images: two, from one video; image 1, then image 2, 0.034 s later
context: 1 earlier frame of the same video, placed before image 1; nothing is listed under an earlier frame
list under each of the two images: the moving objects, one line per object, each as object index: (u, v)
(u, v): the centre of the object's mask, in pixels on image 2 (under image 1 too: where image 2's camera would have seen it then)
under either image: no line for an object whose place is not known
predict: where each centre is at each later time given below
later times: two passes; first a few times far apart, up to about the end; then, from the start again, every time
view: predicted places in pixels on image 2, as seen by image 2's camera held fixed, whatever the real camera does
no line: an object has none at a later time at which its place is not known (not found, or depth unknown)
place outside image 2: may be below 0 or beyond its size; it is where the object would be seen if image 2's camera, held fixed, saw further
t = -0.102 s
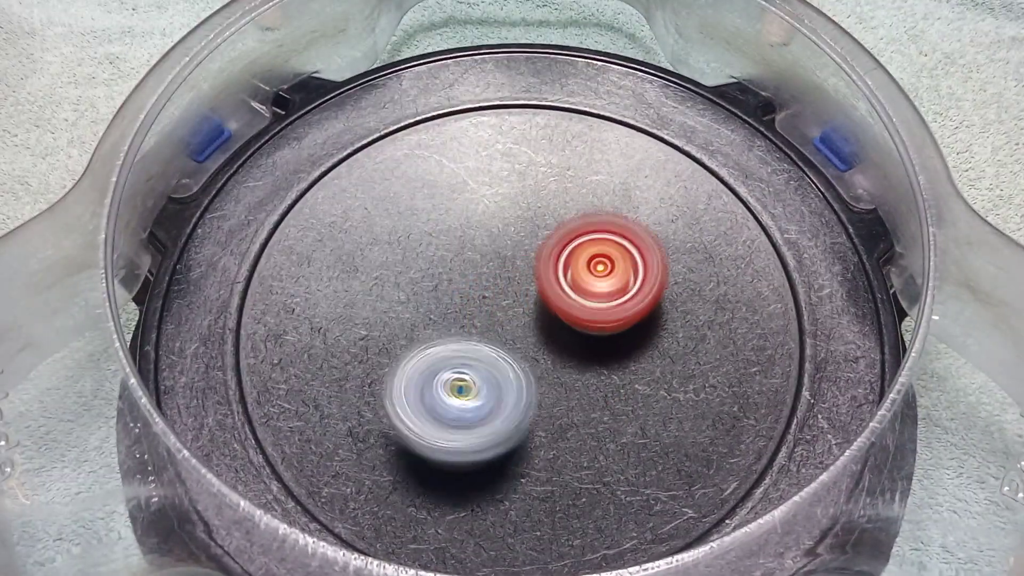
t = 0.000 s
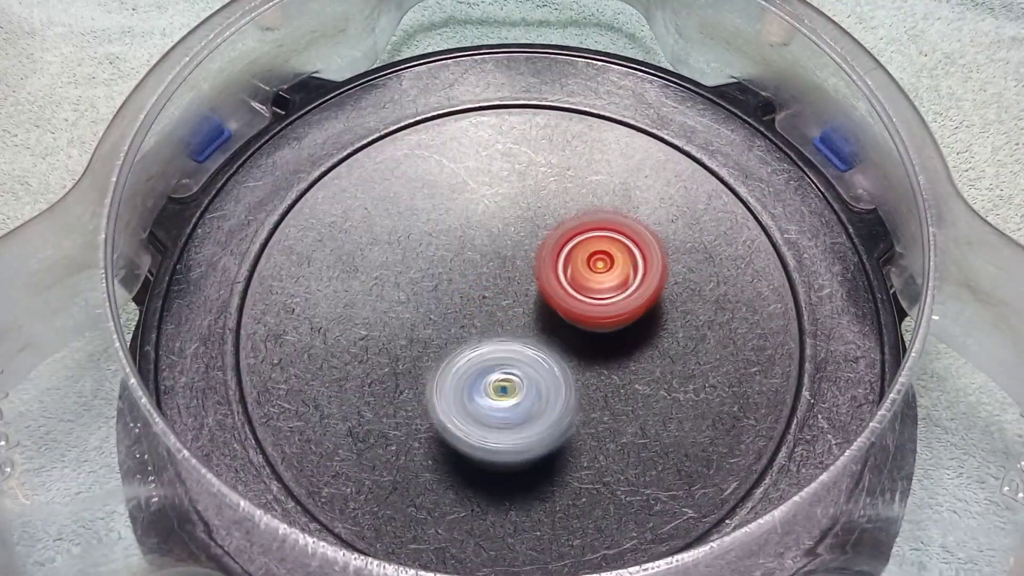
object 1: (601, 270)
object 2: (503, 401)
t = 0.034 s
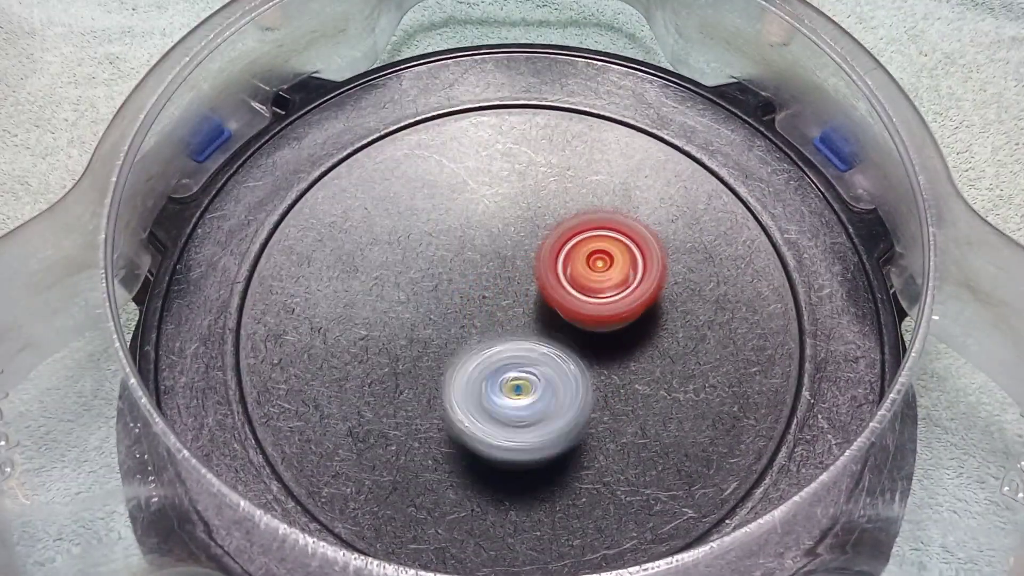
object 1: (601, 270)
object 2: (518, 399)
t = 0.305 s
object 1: (584, 238)
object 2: (613, 409)
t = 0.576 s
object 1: (511, 211)
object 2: (586, 380)
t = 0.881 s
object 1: (449, 225)
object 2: (589, 290)
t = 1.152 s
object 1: (429, 244)
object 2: (600, 272)
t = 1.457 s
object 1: (399, 291)
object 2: (578, 262)
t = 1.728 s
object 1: (390, 331)
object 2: (558, 282)
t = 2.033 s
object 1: (394, 361)
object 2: (542, 245)
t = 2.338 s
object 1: (432, 364)
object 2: (576, 253)
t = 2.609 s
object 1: (484, 375)
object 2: (550, 241)
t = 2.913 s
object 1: (523, 370)
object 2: (527, 242)
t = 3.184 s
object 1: (560, 381)
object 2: (482, 217)
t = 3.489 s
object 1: (565, 363)
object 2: (450, 207)
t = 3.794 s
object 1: (609, 371)
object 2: (418, 229)
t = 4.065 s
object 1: (652, 372)
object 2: (393, 211)
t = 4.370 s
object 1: (597, 333)
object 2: (472, 273)
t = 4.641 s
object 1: (598, 322)
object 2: (490, 247)
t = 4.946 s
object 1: (592, 329)
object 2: (491, 205)
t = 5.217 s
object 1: (548, 329)
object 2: (484, 215)
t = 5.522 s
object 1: (520, 334)
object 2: (443, 207)
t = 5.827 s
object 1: (517, 325)
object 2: (428, 201)
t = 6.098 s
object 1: (550, 352)
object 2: (440, 198)
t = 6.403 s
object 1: (541, 384)
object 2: (513, 240)
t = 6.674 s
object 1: (512, 364)
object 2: (590, 240)
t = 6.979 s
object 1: (526, 328)
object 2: (610, 202)
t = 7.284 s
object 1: (517, 385)
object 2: (584, 198)
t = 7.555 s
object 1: (526, 374)
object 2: (526, 261)
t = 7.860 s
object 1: (531, 369)
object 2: (428, 243)
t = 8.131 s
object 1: (551, 357)
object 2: (457, 240)
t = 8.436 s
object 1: (571, 343)
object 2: (465, 238)
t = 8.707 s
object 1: (585, 318)
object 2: (465, 238)
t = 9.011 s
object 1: (593, 292)
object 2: (465, 238)
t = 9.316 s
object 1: (583, 271)
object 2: (465, 238)
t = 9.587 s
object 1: (573, 252)
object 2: (461, 236)
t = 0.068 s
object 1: (600, 269)
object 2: (533, 395)
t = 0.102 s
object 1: (599, 269)
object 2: (548, 393)
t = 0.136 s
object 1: (598, 268)
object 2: (561, 391)
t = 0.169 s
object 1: (596, 267)
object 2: (573, 387)
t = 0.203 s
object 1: (595, 266)
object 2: (586, 386)
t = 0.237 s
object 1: (594, 255)
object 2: (599, 395)
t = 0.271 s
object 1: (590, 246)
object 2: (607, 403)
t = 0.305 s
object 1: (584, 238)
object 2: (613, 409)
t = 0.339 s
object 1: (576, 230)
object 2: (618, 413)
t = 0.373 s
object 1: (567, 226)
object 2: (618, 416)
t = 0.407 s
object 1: (558, 219)
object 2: (616, 416)
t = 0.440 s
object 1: (546, 216)
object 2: (612, 413)
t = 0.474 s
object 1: (537, 214)
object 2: (605, 408)
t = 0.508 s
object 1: (528, 212)
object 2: (598, 399)
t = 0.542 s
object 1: (519, 211)
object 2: (593, 389)
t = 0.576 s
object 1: (511, 211)
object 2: (586, 380)
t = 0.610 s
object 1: (504, 211)
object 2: (580, 366)
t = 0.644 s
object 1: (497, 212)
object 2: (575, 352)
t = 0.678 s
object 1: (491, 215)
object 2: (569, 337)
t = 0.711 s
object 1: (485, 217)
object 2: (566, 323)
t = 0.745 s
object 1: (479, 219)
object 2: (562, 313)
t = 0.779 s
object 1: (471, 219)
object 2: (568, 306)
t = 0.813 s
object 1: (461, 220)
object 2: (576, 301)
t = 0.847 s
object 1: (454, 222)
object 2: (583, 296)
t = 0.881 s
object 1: (449, 225)
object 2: (589, 290)
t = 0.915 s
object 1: (443, 228)
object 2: (596, 287)
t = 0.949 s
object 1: (440, 231)
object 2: (599, 284)
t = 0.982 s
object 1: (437, 233)
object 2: (603, 280)
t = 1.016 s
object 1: (434, 236)
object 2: (605, 278)
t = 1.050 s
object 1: (432, 238)
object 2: (606, 275)
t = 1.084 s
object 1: (431, 241)
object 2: (606, 273)
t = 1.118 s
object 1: (430, 242)
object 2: (604, 272)
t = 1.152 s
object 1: (429, 244)
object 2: (600, 272)
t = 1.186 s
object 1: (428, 247)
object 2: (598, 270)
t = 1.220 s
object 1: (427, 250)
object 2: (593, 269)
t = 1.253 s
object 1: (427, 254)
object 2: (587, 270)
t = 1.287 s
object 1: (427, 258)
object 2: (578, 270)
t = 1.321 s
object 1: (426, 262)
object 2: (570, 270)
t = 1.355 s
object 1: (423, 268)
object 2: (563, 267)
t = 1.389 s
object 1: (412, 276)
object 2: (568, 264)
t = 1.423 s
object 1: (406, 284)
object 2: (573, 263)
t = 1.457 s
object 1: (399, 291)
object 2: (578, 262)
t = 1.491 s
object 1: (391, 300)
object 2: (582, 262)
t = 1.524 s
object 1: (387, 308)
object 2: (585, 264)
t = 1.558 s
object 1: (383, 315)
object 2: (584, 267)
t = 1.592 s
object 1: (384, 321)
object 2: (583, 270)
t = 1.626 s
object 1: (384, 323)
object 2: (579, 274)
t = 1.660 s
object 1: (385, 326)
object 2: (575, 276)
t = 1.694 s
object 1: (388, 329)
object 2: (567, 280)
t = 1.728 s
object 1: (390, 331)
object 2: (558, 282)
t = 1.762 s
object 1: (392, 332)
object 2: (548, 283)
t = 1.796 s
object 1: (394, 333)
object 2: (539, 283)
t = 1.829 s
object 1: (398, 336)
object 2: (529, 284)
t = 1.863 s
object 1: (398, 338)
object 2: (520, 281)
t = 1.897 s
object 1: (392, 346)
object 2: (521, 273)
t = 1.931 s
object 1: (389, 353)
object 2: (526, 267)
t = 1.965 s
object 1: (390, 357)
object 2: (532, 260)
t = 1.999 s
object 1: (391, 359)
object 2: (538, 253)
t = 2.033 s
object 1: (394, 361)
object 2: (542, 245)
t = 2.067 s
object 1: (397, 362)
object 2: (549, 240)
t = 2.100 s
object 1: (400, 363)
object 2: (555, 235)
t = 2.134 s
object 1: (403, 364)
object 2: (561, 233)
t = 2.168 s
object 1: (407, 365)
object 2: (567, 231)
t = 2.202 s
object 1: (410, 365)
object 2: (572, 232)
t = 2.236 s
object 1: (414, 366)
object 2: (576, 236)
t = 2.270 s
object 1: (417, 366)
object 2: (578, 240)
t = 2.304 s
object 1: (424, 366)
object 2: (578, 246)
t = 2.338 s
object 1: (432, 364)
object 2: (576, 253)
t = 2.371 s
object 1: (441, 362)
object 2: (571, 260)
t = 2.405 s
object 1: (453, 360)
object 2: (565, 267)
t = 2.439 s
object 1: (463, 359)
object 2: (560, 271)
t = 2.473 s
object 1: (464, 367)
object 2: (555, 265)
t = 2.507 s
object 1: (467, 371)
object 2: (554, 258)
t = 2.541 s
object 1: (474, 373)
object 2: (553, 254)
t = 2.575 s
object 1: (479, 375)
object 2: (551, 246)
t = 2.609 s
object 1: (484, 375)
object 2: (550, 241)
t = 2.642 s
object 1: (488, 376)
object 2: (548, 237)
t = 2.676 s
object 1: (492, 376)
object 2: (547, 235)
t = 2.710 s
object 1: (499, 376)
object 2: (545, 233)
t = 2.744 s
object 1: (501, 376)
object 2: (544, 231)
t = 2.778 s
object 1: (504, 375)
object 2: (542, 232)
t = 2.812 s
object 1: (510, 375)
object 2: (540, 233)
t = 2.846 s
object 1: (514, 373)
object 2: (536, 235)
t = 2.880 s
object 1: (519, 372)
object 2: (532, 240)
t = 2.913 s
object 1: (523, 370)
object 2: (527, 242)
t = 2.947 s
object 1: (527, 370)
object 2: (521, 247)
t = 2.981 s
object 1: (533, 368)
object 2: (514, 250)
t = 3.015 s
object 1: (536, 371)
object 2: (508, 252)
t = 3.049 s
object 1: (541, 379)
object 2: (502, 243)
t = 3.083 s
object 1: (548, 381)
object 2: (495, 236)
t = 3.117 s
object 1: (553, 382)
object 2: (493, 229)
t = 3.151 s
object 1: (559, 382)
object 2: (489, 225)
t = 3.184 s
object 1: (560, 381)
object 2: (482, 217)
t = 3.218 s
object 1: (561, 379)
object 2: (474, 213)
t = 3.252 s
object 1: (563, 378)
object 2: (466, 206)
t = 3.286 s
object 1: (563, 376)
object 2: (460, 203)
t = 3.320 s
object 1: (564, 373)
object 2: (454, 200)
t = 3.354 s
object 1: (565, 372)
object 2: (452, 197)
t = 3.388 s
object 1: (565, 370)
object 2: (450, 196)
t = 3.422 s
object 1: (566, 369)
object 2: (449, 199)
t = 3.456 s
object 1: (565, 366)
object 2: (451, 201)
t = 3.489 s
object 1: (565, 363)
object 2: (450, 207)
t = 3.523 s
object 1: (565, 361)
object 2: (453, 213)
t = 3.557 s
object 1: (565, 358)
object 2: (453, 223)
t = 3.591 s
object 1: (565, 354)
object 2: (456, 231)
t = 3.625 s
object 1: (564, 349)
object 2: (459, 242)
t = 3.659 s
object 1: (563, 342)
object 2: (462, 250)
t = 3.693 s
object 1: (565, 340)
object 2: (465, 258)
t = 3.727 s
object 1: (584, 354)
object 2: (447, 252)
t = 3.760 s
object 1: (599, 366)
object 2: (427, 237)
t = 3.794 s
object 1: (609, 371)
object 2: (418, 229)
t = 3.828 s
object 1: (617, 372)
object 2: (406, 222)
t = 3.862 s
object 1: (629, 372)
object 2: (402, 217)
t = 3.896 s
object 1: (639, 375)
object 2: (395, 212)
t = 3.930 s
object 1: (648, 377)
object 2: (391, 208)
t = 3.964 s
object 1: (652, 376)
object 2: (388, 207)
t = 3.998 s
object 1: (651, 376)
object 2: (387, 206)
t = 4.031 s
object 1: (651, 374)
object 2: (389, 209)
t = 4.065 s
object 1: (652, 372)
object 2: (393, 211)
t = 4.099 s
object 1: (652, 370)
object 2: (398, 217)
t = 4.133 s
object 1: (651, 368)
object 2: (406, 222)
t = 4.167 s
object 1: (650, 366)
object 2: (412, 230)
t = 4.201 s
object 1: (644, 362)
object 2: (422, 237)
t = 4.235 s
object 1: (636, 358)
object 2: (430, 245)
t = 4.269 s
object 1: (625, 353)
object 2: (440, 252)
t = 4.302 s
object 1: (615, 346)
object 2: (450, 260)
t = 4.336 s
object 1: (605, 340)
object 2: (461, 267)
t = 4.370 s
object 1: (597, 333)
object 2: (472, 273)
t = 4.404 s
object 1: (597, 330)
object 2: (474, 273)
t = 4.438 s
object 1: (598, 330)
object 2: (474, 272)
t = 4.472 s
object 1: (598, 328)
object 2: (474, 270)
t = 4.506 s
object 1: (599, 328)
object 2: (476, 267)
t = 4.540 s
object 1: (598, 328)
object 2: (479, 263)
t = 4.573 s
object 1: (596, 325)
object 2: (482, 255)
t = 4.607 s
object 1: (597, 323)
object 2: (486, 252)
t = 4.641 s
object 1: (598, 322)
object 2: (490, 247)
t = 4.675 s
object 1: (598, 322)
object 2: (495, 245)
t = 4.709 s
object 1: (597, 322)
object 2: (499, 241)
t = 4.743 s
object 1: (595, 324)
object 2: (503, 239)
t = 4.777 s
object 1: (595, 329)
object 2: (502, 236)
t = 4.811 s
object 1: (596, 330)
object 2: (500, 227)
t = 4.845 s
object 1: (596, 331)
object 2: (497, 221)
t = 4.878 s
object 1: (593, 330)
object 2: (494, 214)
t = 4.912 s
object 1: (593, 329)
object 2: (493, 208)
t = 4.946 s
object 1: (592, 329)
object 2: (491, 205)
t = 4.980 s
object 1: (591, 328)
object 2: (492, 202)
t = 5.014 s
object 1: (586, 328)
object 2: (492, 200)
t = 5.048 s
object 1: (582, 327)
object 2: (493, 204)
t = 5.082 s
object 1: (574, 326)
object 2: (494, 203)
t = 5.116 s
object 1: (565, 323)
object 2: (494, 209)
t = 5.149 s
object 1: (556, 322)
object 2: (495, 212)
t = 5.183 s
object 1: (550, 324)
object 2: (488, 216)
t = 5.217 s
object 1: (548, 329)
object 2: (484, 215)
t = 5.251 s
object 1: (547, 330)
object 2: (478, 211)
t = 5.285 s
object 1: (544, 329)
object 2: (473, 209)
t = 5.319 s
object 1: (541, 329)
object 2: (467, 207)
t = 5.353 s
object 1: (537, 327)
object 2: (464, 210)
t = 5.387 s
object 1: (532, 325)
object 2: (460, 210)
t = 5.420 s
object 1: (528, 323)
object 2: (458, 216)
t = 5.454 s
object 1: (523, 321)
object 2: (455, 218)
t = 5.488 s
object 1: (520, 327)
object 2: (446, 218)
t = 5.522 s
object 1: (520, 334)
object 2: (443, 207)
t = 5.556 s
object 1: (516, 336)
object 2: (438, 194)
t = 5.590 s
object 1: (516, 336)
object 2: (433, 189)
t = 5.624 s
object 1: (517, 336)
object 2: (430, 183)
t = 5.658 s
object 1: (517, 335)
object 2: (424, 183)
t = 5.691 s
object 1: (519, 335)
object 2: (423, 182)
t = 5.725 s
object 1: (518, 334)
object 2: (420, 184)
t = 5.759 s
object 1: (518, 332)
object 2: (422, 188)
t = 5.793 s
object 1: (517, 329)
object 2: (423, 194)
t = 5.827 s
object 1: (517, 325)
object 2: (428, 201)
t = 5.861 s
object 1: (517, 321)
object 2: (431, 208)
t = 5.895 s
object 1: (517, 316)
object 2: (439, 215)
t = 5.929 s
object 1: (521, 322)
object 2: (438, 219)
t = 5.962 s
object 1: (531, 335)
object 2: (428, 208)
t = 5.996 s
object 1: (543, 346)
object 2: (426, 200)
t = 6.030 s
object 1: (543, 352)
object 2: (430, 199)
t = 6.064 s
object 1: (544, 352)
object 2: (434, 197)
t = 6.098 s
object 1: (550, 352)
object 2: (440, 198)
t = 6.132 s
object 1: (555, 356)
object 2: (447, 201)
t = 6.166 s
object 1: (557, 363)
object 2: (454, 205)
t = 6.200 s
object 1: (557, 369)
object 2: (466, 210)
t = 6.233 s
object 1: (556, 373)
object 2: (472, 215)
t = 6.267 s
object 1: (555, 378)
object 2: (478, 221)
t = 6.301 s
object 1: (552, 382)
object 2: (486, 226)
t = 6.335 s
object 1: (548, 383)
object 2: (495, 231)
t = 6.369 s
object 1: (545, 385)
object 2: (504, 236)
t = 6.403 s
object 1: (541, 384)
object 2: (513, 240)
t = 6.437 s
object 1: (536, 381)
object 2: (522, 244)
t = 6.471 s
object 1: (532, 378)
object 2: (532, 248)
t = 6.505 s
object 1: (526, 373)
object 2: (542, 250)
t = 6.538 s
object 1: (524, 368)
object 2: (550, 253)
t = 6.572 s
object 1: (522, 363)
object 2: (560, 253)
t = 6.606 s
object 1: (523, 358)
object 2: (569, 254)
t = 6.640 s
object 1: (519, 360)
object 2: (579, 251)
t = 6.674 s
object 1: (512, 364)
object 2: (590, 240)
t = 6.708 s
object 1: (509, 363)
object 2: (597, 232)
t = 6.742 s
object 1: (508, 359)
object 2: (604, 225)
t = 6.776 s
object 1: (512, 356)
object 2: (609, 223)
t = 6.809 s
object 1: (513, 353)
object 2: (610, 221)
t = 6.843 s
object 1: (512, 346)
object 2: (613, 217)
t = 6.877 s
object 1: (515, 339)
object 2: (616, 214)
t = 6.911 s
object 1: (520, 334)
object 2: (617, 209)
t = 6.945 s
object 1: (523, 330)
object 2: (616, 204)
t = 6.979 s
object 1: (526, 328)
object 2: (610, 202)
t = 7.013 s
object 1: (529, 322)
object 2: (608, 205)
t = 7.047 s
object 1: (534, 316)
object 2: (606, 205)
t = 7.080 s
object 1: (540, 312)
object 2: (602, 208)
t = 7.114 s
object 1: (539, 320)
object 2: (596, 210)
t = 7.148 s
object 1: (535, 335)
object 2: (593, 196)
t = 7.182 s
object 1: (530, 357)
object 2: (588, 191)
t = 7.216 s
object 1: (524, 368)
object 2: (587, 191)
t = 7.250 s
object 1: (523, 380)
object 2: (584, 192)
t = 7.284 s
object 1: (517, 385)
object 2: (584, 198)
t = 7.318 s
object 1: (516, 384)
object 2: (584, 205)
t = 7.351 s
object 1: (518, 381)
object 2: (582, 206)
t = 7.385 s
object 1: (525, 378)
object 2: (576, 215)
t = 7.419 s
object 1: (531, 380)
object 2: (569, 224)
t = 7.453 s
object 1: (533, 380)
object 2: (563, 235)
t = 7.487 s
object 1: (530, 378)
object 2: (552, 245)
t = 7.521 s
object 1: (527, 374)
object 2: (540, 257)
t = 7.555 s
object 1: (526, 374)
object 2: (526, 261)
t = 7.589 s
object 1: (521, 377)
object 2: (499, 266)
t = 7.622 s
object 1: (514, 377)
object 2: (477, 267)
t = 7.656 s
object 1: (514, 372)
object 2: (463, 262)
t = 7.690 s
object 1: (520, 367)
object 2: (450, 256)
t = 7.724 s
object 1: (529, 367)
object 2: (439, 253)
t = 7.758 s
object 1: (534, 370)
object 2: (435, 250)
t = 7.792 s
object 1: (535, 373)
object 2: (432, 246)
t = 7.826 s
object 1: (532, 372)
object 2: (429, 244)
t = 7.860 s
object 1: (531, 369)
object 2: (428, 243)
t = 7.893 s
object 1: (533, 364)
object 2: (429, 244)
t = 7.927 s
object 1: (538, 359)
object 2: (431, 245)
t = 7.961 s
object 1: (547, 357)
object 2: (435, 245)
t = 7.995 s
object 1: (556, 359)
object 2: (439, 247)
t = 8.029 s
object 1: (555, 361)
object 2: (443, 246)
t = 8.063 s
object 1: (554, 362)
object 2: (448, 244)
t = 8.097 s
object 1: (552, 360)
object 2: (452, 242)
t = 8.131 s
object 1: (551, 357)
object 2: (457, 240)
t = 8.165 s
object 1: (554, 353)
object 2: (462, 238)
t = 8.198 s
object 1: (562, 350)
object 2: (465, 236)
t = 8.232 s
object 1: (570, 353)
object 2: (466, 237)
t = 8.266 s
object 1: (571, 352)
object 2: (465, 238)
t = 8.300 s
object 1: (570, 352)
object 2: (465, 238)
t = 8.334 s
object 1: (569, 351)
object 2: (465, 238)
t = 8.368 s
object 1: (567, 349)
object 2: (465, 238)
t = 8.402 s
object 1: (568, 346)
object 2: (465, 238)
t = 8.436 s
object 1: (571, 343)
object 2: (465, 238)
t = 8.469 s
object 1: (576, 342)
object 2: (465, 238)
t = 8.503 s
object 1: (577, 340)
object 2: (466, 238)
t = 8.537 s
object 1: (578, 338)
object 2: (466, 238)
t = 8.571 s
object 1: (579, 336)
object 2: (466, 238)
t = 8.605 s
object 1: (578, 333)
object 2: (466, 238)
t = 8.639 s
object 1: (578, 328)
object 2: (466, 238)
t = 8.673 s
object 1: (581, 321)
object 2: (466, 238)
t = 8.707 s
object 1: (585, 318)
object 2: (465, 238)
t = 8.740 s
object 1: (588, 313)
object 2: (465, 238)
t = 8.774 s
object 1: (590, 312)
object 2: (465, 238)
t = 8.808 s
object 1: (593, 307)
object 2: (465, 238)
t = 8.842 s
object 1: (592, 304)
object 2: (466, 238)
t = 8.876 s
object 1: (593, 300)
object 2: (466, 238)
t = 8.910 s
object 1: (595, 297)
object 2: (466, 238)
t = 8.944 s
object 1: (598, 297)
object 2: (465, 238)
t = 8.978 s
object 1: (596, 294)
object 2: (465, 238)
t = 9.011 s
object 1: (593, 292)
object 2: (465, 238)
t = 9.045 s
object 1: (593, 289)
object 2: (465, 238)
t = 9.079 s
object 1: (592, 287)
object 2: (466, 238)
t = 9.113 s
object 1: (594, 284)
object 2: (466, 238)
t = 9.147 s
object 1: (594, 282)
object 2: (466, 238)
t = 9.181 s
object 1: (592, 282)
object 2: (466, 238)
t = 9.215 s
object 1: (586, 278)
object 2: (466, 238)
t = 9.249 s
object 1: (583, 275)
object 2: (465, 237)
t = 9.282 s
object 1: (583, 272)
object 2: (465, 238)
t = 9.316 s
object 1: (583, 271)
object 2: (465, 238)
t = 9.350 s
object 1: (584, 268)
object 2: (465, 238)
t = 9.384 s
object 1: (582, 267)
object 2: (465, 237)
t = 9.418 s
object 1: (583, 267)
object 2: (465, 238)
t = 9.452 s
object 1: (577, 263)
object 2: (464, 237)
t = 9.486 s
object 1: (573, 260)
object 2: (462, 237)
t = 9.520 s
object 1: (573, 255)
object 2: (462, 237)
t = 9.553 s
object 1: (572, 254)
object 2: (462, 237)
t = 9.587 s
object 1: (573, 252)
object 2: (461, 236)
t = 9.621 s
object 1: (570, 252)
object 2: (460, 235)
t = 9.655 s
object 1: (569, 251)
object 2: (459, 235)
